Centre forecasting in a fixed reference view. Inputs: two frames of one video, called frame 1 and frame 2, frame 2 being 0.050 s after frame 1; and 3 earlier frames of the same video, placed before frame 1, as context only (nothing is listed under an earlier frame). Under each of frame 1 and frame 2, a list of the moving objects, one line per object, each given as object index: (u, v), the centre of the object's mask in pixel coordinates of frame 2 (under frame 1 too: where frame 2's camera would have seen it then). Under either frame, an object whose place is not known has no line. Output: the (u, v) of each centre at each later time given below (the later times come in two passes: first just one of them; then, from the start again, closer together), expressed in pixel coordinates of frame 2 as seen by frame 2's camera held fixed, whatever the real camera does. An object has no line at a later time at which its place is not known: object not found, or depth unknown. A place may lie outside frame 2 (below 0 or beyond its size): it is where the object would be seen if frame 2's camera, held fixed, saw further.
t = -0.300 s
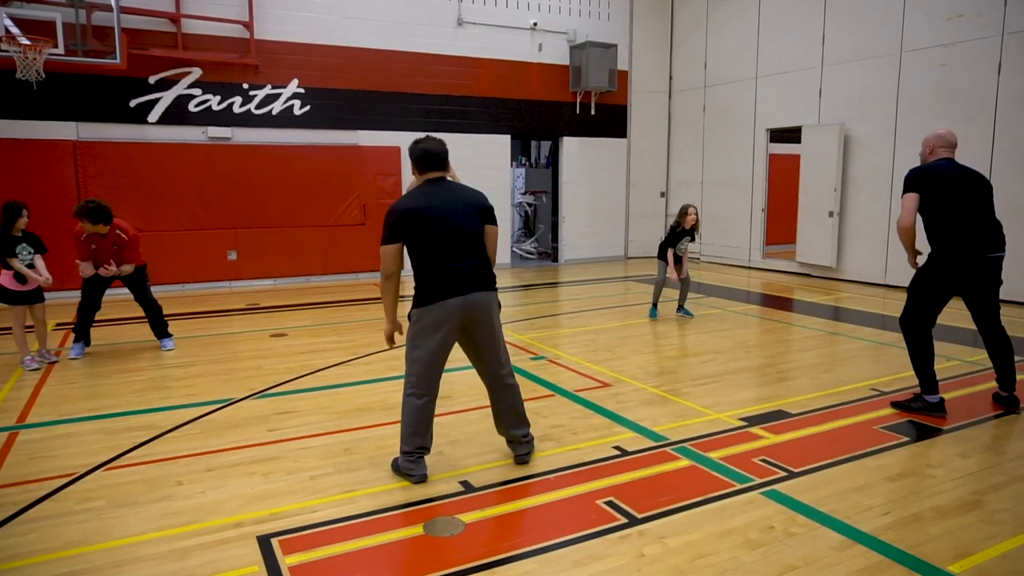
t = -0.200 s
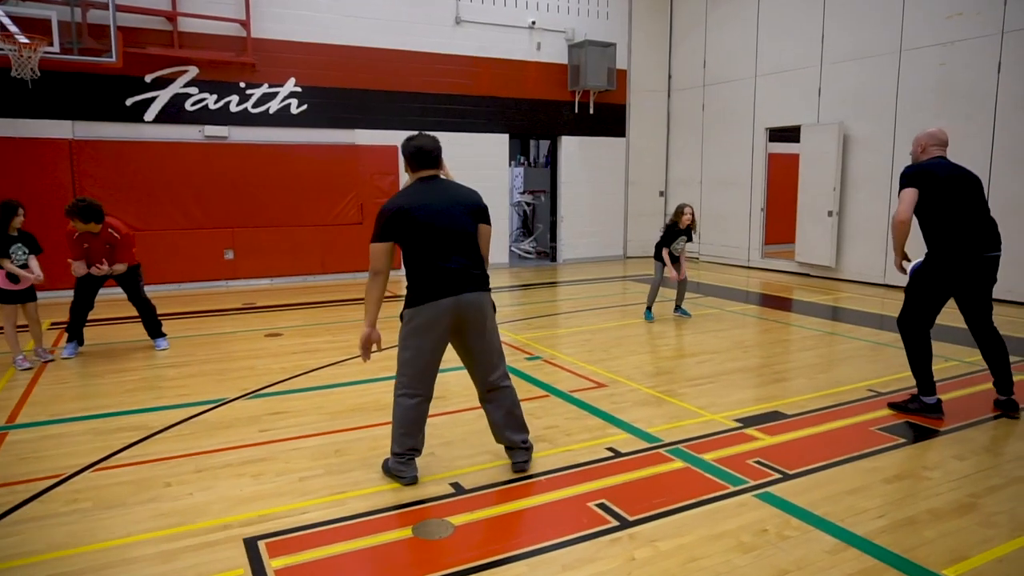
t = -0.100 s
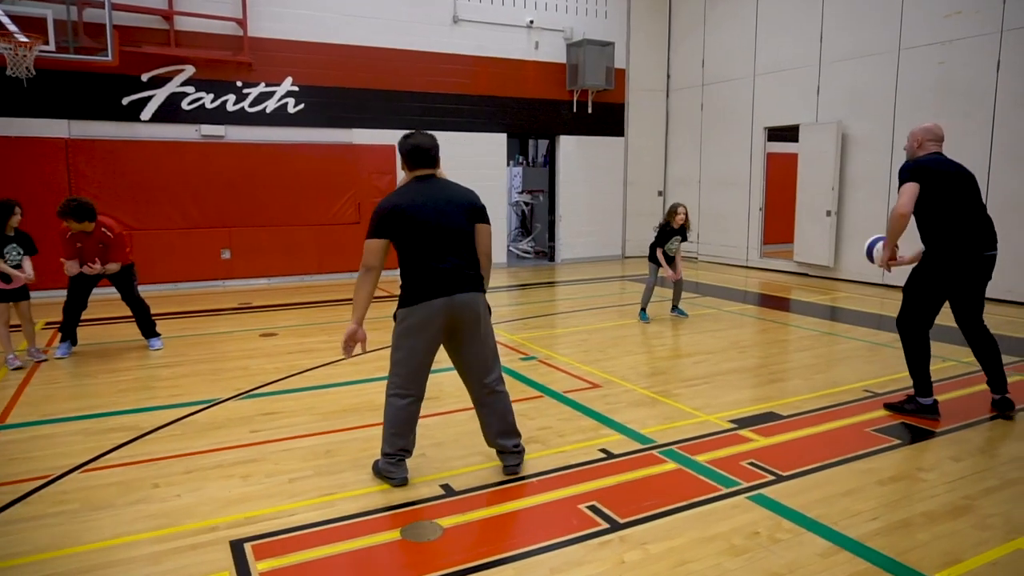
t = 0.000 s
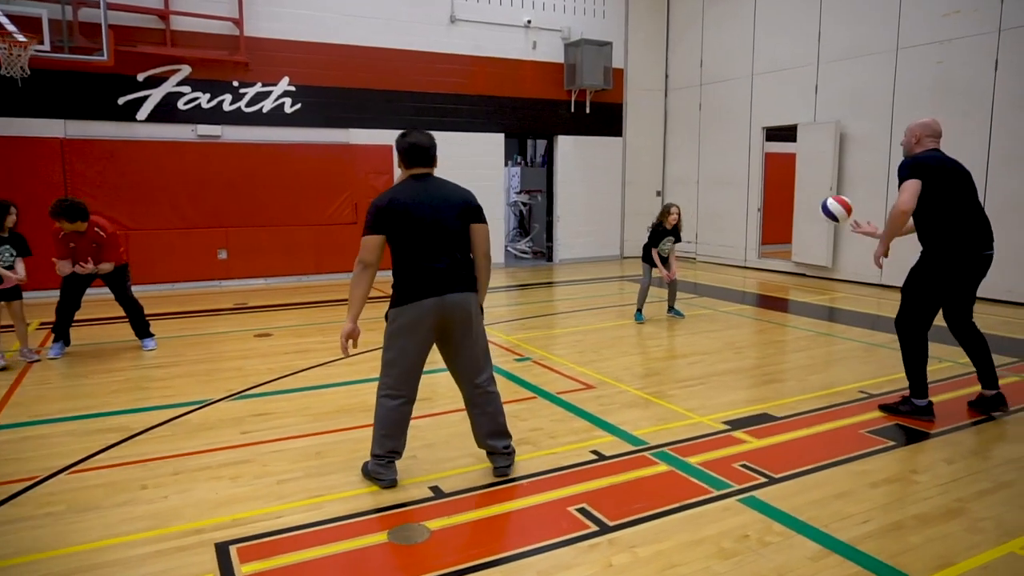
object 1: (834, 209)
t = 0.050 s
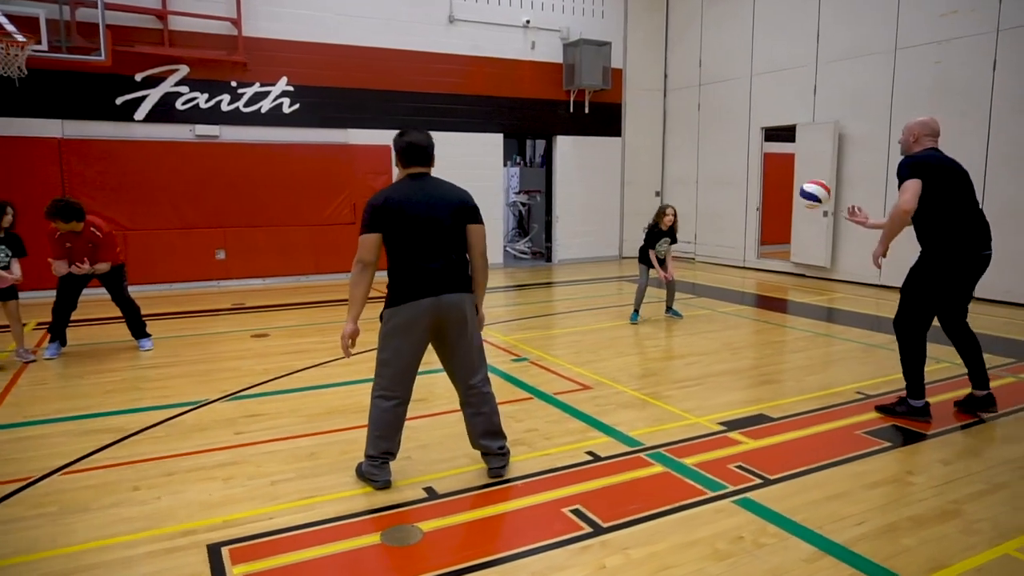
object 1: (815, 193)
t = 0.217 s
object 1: (754, 170)
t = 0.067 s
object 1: (808, 189)
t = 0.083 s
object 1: (802, 186)
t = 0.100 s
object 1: (795, 182)
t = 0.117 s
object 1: (789, 179)
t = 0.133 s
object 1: (782, 177)
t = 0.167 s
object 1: (771, 173)
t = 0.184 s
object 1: (766, 171)
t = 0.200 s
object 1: (760, 171)
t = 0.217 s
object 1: (754, 170)
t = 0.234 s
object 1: (748, 170)
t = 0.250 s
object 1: (743, 170)
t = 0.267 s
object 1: (737, 171)
